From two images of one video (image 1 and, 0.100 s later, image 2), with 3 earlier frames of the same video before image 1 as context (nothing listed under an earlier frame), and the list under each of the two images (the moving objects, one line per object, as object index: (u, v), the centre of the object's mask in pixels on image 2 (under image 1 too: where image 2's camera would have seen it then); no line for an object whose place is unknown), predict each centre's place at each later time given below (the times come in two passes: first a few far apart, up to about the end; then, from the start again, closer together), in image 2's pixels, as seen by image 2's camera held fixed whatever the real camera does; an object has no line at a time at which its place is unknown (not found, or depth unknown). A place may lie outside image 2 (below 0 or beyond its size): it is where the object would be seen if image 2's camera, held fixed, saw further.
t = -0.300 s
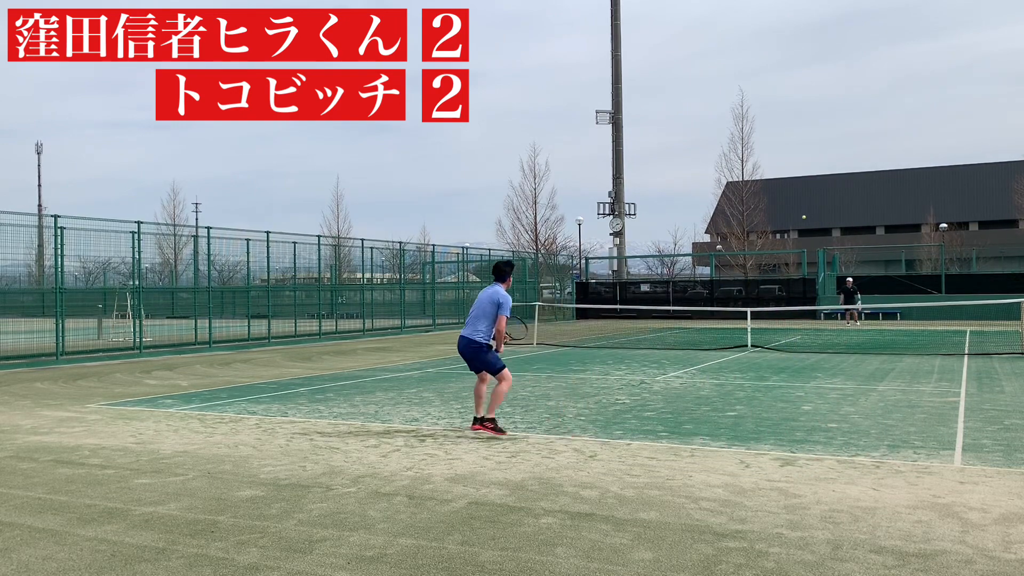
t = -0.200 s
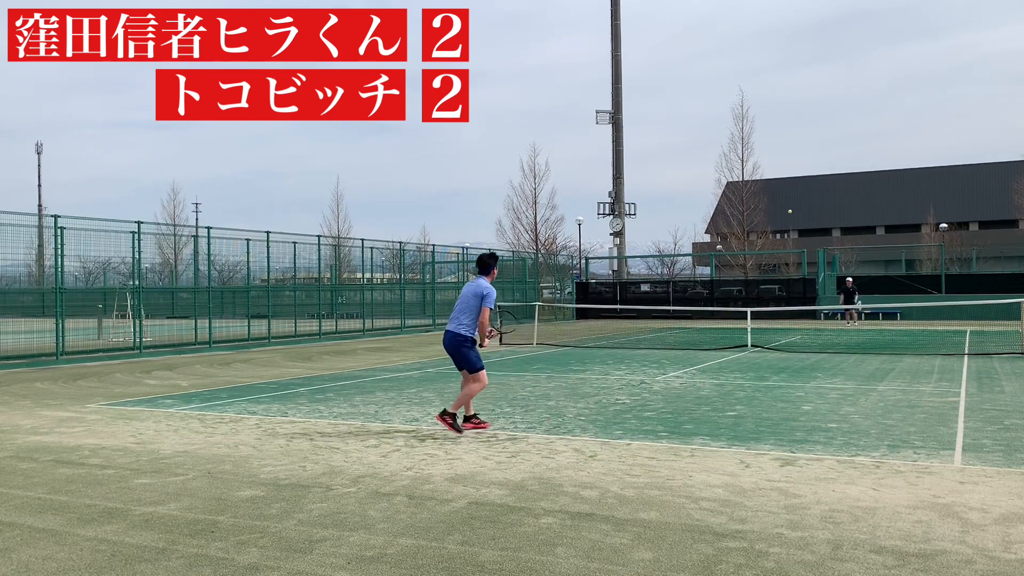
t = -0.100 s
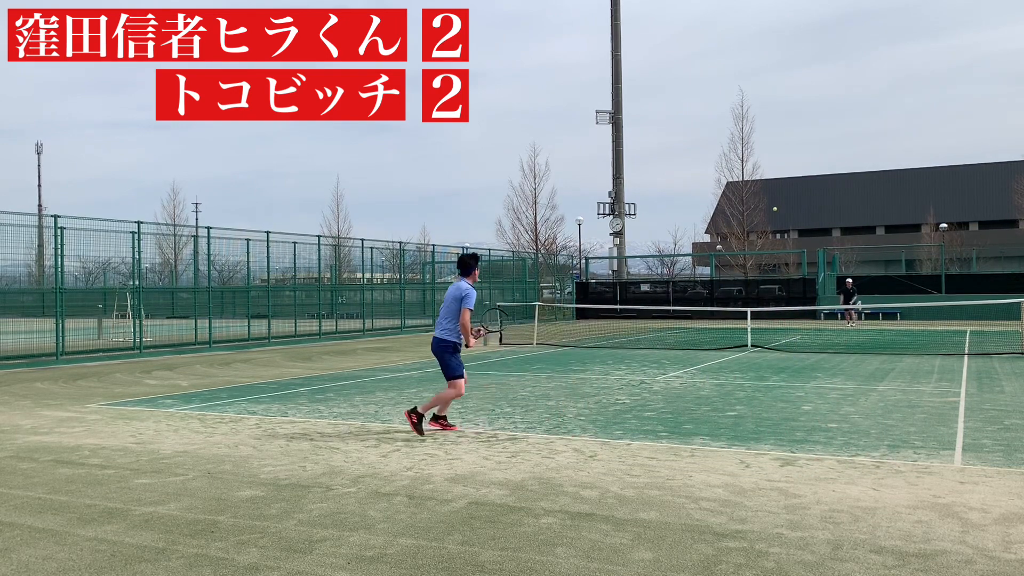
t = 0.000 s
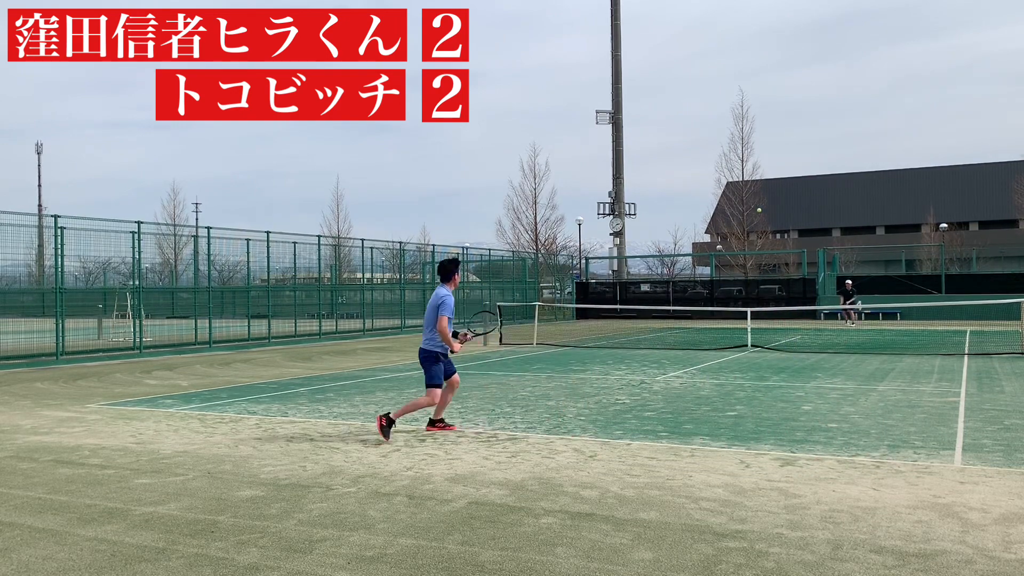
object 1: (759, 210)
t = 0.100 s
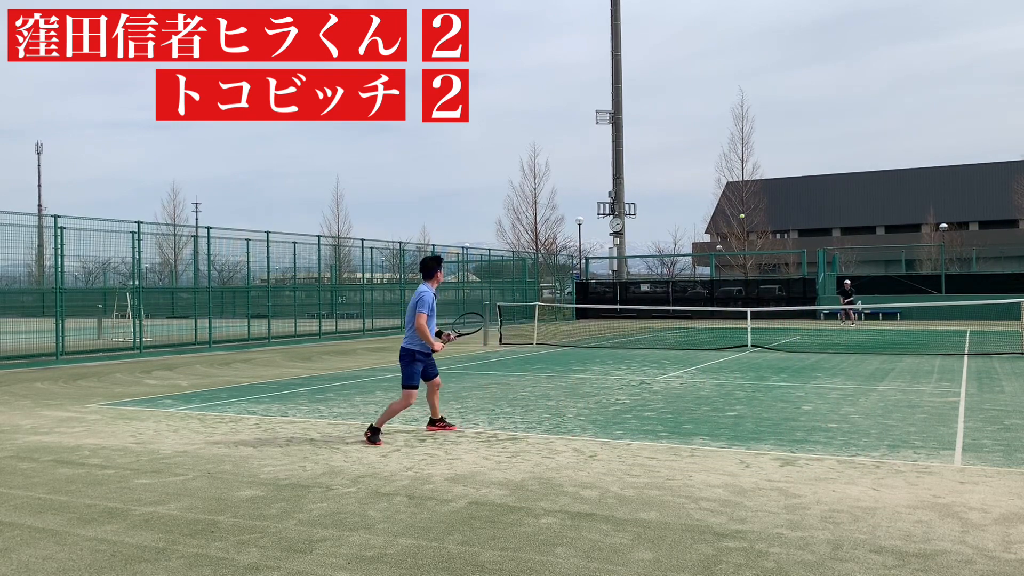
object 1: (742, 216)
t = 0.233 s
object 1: (716, 233)
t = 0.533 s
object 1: (643, 326)
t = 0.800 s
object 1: (576, 379)
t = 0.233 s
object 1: (716, 233)
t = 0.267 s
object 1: (710, 239)
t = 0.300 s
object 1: (702, 246)
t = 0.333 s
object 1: (695, 254)
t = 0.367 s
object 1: (687, 262)
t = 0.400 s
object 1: (679, 273)
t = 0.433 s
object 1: (671, 284)
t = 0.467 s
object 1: (662, 296)
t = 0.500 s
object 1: (653, 310)
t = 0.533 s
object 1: (643, 326)
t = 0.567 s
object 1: (633, 342)
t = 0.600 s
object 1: (622, 361)
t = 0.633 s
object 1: (611, 382)
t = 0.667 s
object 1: (599, 405)
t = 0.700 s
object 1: (589, 416)
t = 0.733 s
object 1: (585, 403)
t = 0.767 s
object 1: (580, 390)
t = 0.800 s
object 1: (576, 379)
